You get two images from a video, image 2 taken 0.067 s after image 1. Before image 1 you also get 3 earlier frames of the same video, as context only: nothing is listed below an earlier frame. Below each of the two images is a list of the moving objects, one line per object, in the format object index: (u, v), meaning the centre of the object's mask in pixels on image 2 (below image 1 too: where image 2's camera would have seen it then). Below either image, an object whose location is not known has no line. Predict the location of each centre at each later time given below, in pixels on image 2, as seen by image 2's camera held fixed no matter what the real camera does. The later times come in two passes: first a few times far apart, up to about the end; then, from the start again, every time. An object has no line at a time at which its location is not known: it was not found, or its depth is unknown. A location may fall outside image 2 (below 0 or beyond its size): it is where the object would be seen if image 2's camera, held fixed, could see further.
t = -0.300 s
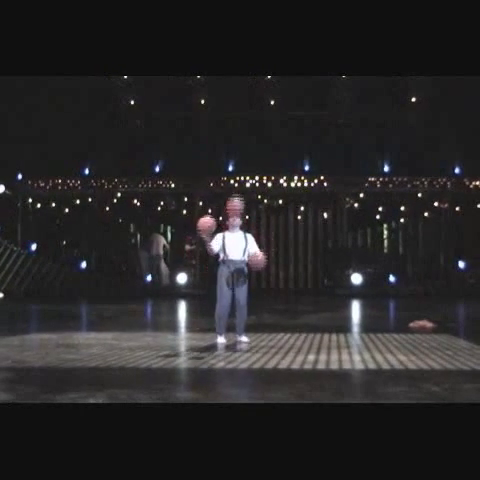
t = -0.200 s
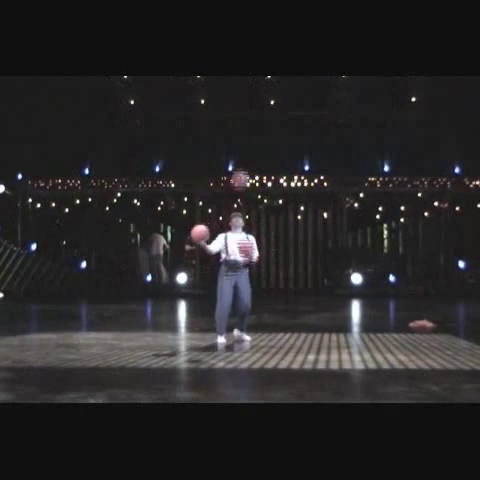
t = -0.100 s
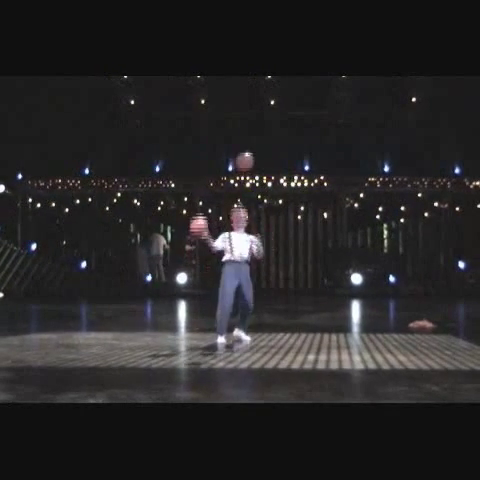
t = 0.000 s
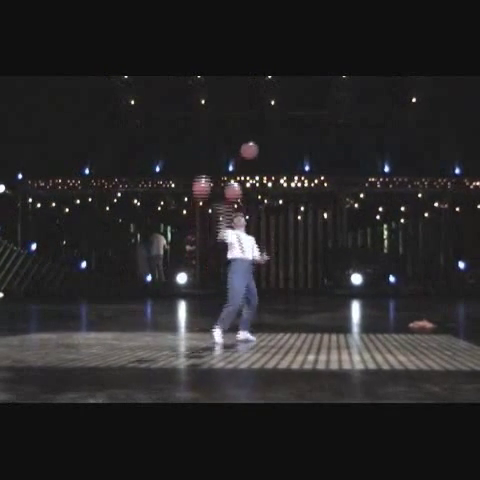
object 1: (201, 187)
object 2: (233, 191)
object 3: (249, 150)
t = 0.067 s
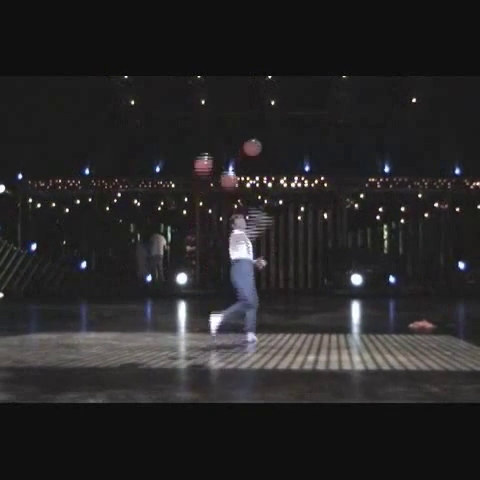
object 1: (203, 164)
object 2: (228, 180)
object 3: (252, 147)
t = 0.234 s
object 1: (208, 122)
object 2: (218, 164)
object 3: (260, 152)
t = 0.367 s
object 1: (211, 103)
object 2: (210, 165)
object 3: (266, 170)
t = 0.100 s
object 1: (204, 155)
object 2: (226, 174)
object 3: (254, 147)
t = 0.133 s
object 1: (205, 145)
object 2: (224, 170)
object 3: (255, 147)
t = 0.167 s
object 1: (206, 137)
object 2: (223, 168)
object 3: (257, 148)
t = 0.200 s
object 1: (207, 129)
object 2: (220, 165)
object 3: (258, 149)
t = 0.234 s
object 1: (208, 122)
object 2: (218, 164)
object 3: (260, 152)
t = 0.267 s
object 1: (209, 116)
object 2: (217, 163)
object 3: (261, 156)
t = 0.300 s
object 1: (209, 111)
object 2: (214, 163)
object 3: (263, 160)
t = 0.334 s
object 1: (210, 107)
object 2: (212, 164)
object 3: (264, 165)
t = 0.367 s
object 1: (211, 103)
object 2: (210, 165)
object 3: (266, 170)
